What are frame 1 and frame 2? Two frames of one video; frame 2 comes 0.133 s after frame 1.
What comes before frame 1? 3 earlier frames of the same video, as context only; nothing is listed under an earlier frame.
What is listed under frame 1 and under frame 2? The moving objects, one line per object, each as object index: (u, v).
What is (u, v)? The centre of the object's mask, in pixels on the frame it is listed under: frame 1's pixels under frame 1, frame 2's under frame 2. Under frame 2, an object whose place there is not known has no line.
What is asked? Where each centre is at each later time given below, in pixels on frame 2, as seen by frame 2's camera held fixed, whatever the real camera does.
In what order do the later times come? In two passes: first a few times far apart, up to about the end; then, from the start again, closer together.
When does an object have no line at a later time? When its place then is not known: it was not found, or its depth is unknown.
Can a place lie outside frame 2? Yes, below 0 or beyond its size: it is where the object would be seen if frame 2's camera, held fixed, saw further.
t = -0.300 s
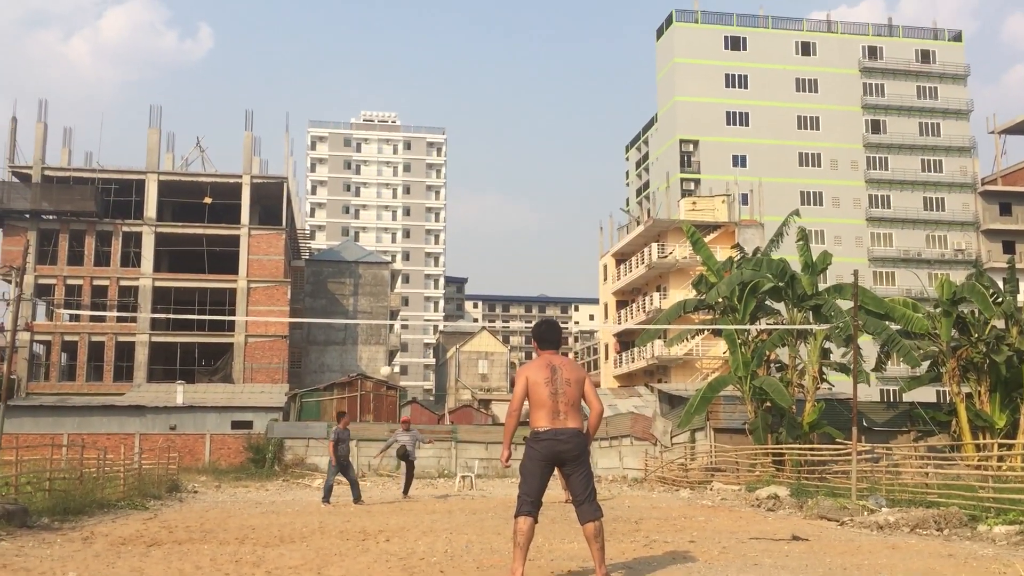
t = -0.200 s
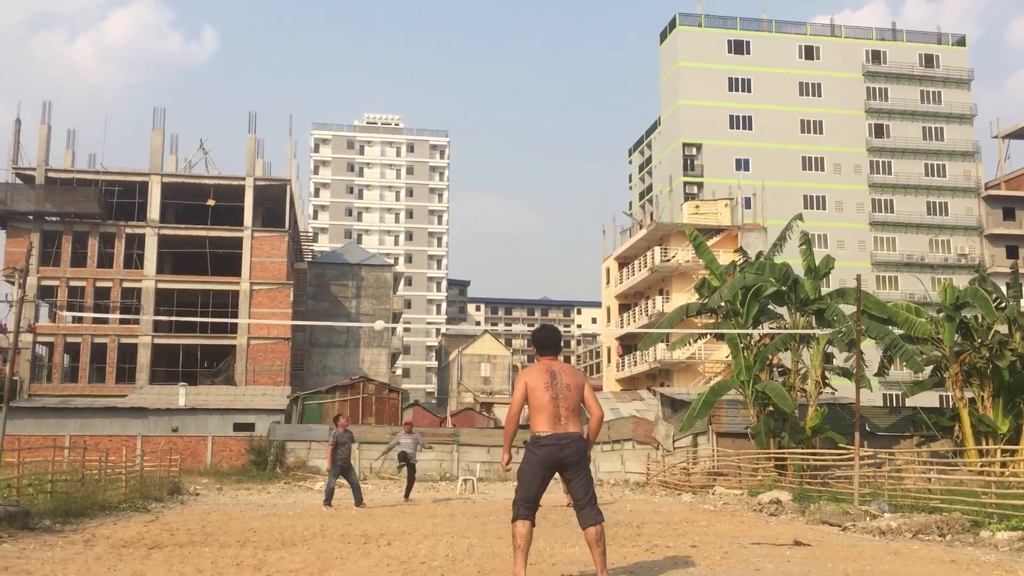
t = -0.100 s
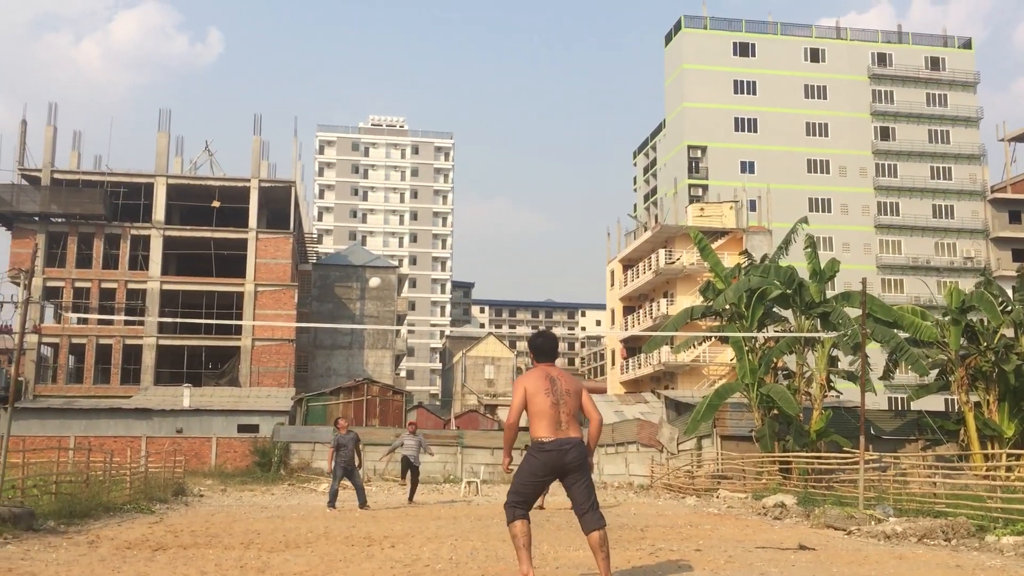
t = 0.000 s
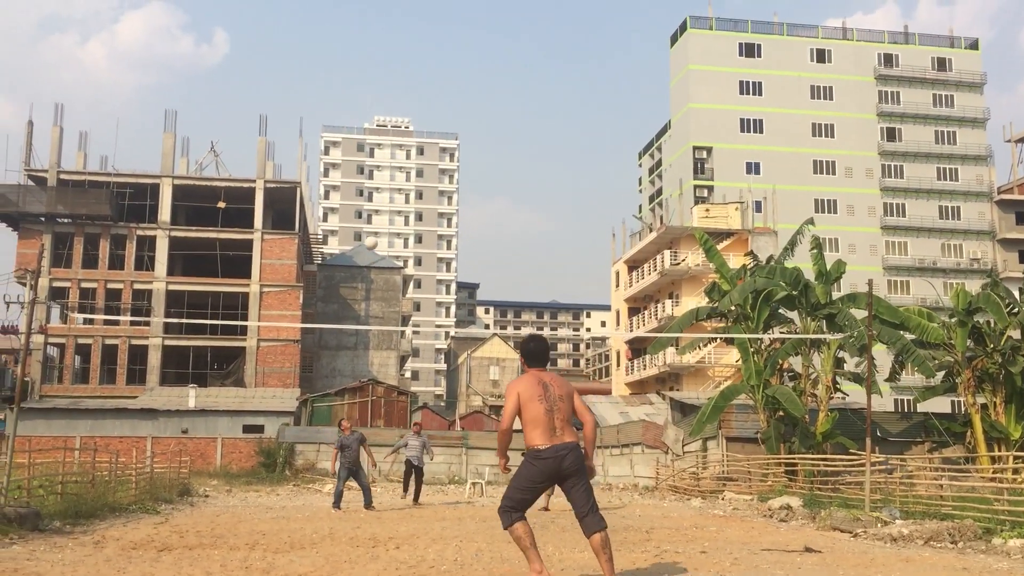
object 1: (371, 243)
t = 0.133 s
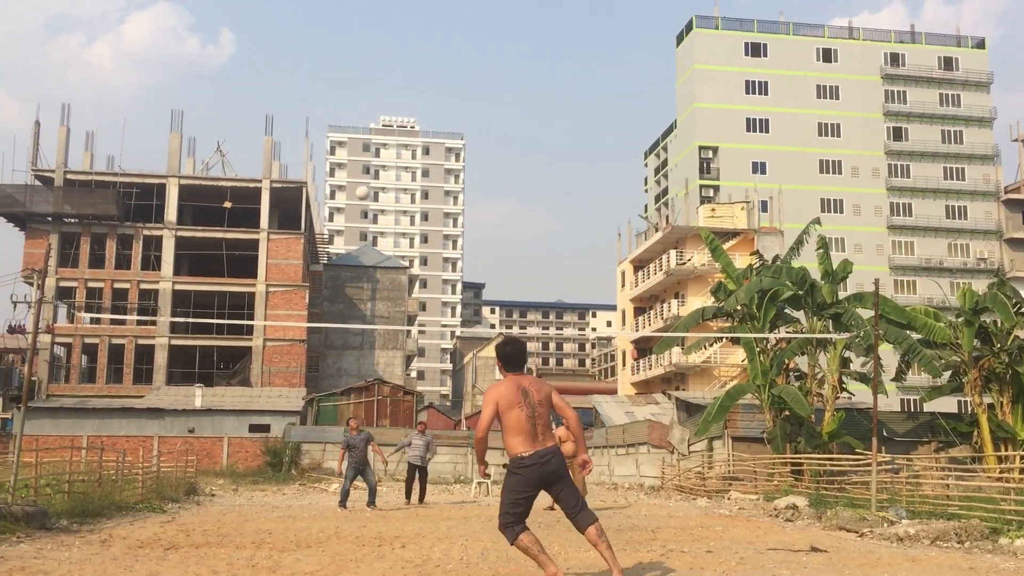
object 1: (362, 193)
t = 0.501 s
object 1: (313, 98)
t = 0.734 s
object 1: (270, 78)
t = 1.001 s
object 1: (203, 112)
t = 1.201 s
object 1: (134, 197)
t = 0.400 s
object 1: (329, 117)
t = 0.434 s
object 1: (324, 110)
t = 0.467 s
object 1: (319, 104)
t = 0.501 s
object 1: (313, 98)
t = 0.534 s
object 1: (308, 93)
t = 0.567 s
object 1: (302, 89)
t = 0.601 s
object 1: (296, 85)
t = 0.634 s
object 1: (290, 82)
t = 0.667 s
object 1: (284, 80)
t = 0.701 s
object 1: (277, 79)
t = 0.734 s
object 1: (270, 78)
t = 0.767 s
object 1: (263, 79)
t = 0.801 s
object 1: (256, 80)
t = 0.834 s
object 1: (248, 82)
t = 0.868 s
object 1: (240, 86)
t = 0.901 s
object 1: (231, 90)
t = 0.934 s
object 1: (222, 96)
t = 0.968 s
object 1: (213, 103)
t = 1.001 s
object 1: (203, 112)
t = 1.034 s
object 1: (193, 122)
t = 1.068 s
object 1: (183, 133)
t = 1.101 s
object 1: (172, 146)
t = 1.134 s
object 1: (160, 161)
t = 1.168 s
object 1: (148, 178)
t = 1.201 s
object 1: (134, 197)
